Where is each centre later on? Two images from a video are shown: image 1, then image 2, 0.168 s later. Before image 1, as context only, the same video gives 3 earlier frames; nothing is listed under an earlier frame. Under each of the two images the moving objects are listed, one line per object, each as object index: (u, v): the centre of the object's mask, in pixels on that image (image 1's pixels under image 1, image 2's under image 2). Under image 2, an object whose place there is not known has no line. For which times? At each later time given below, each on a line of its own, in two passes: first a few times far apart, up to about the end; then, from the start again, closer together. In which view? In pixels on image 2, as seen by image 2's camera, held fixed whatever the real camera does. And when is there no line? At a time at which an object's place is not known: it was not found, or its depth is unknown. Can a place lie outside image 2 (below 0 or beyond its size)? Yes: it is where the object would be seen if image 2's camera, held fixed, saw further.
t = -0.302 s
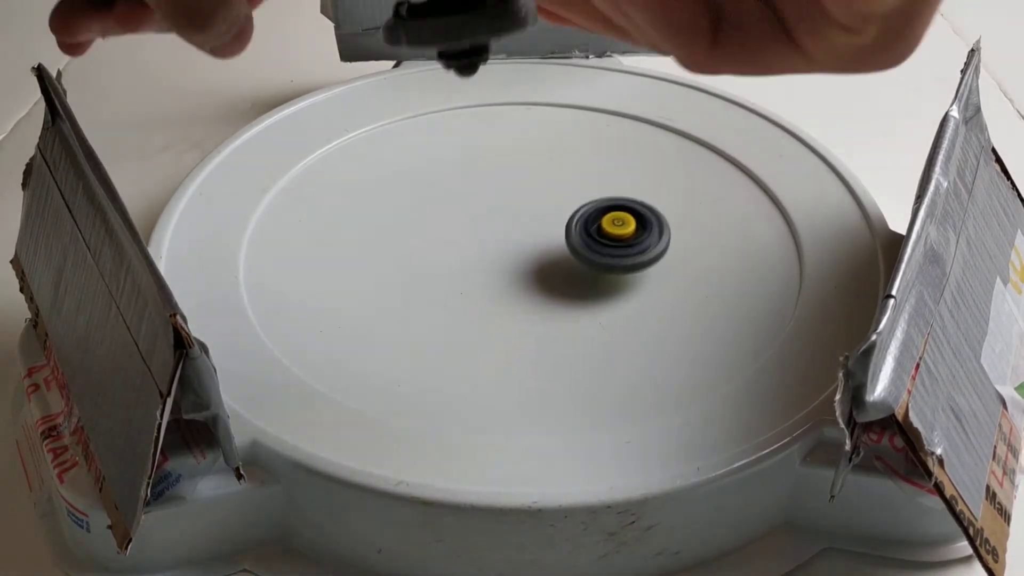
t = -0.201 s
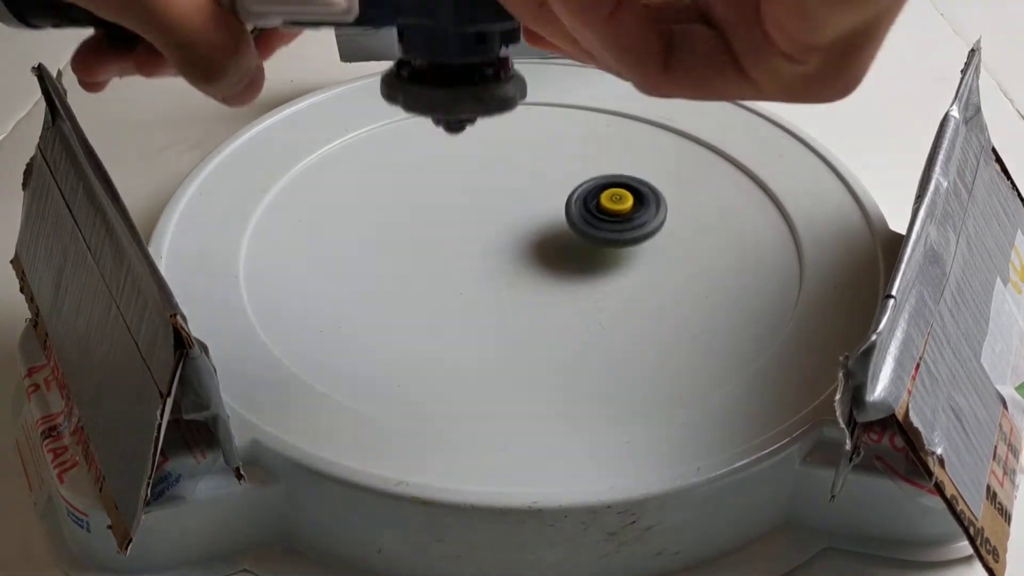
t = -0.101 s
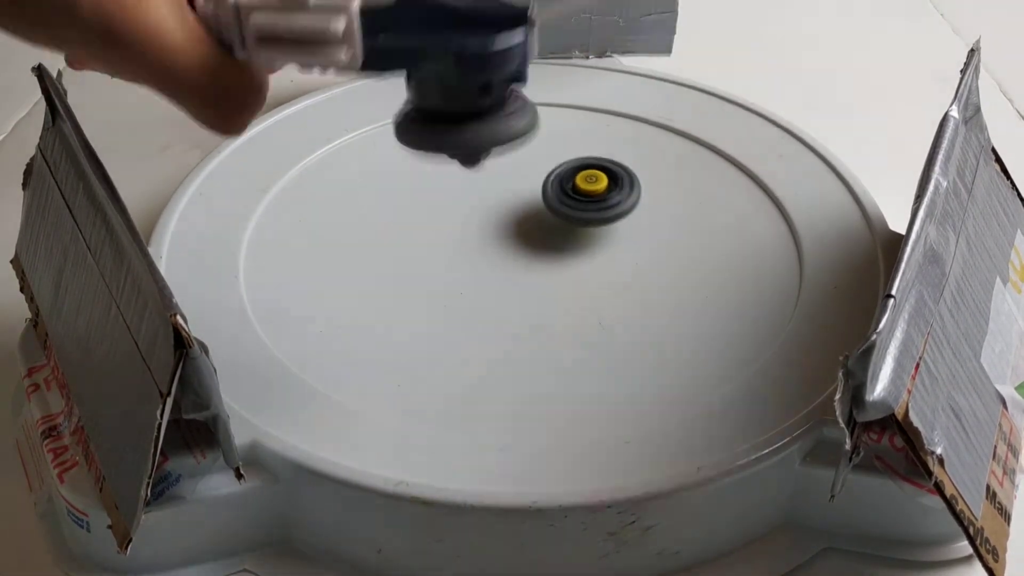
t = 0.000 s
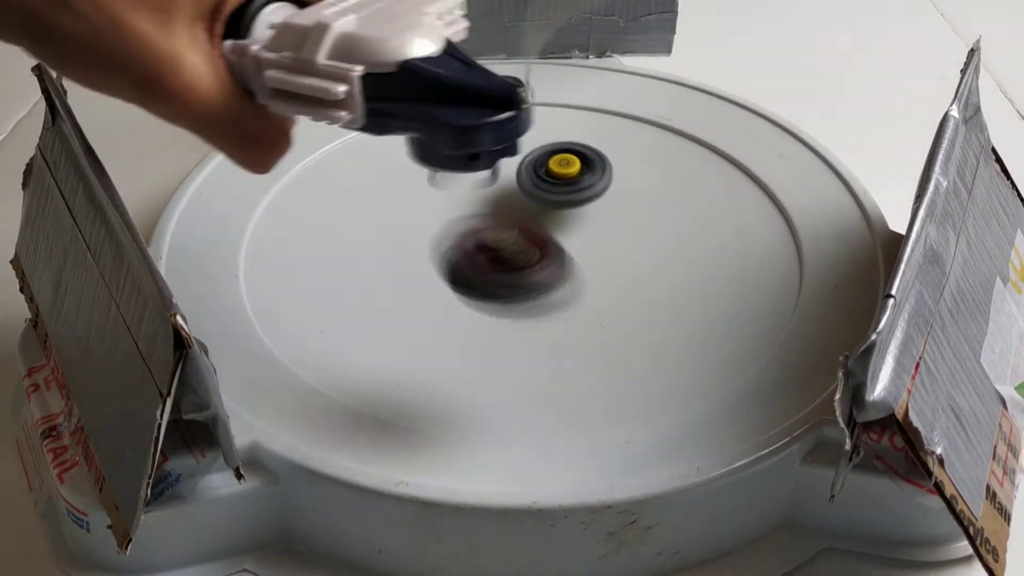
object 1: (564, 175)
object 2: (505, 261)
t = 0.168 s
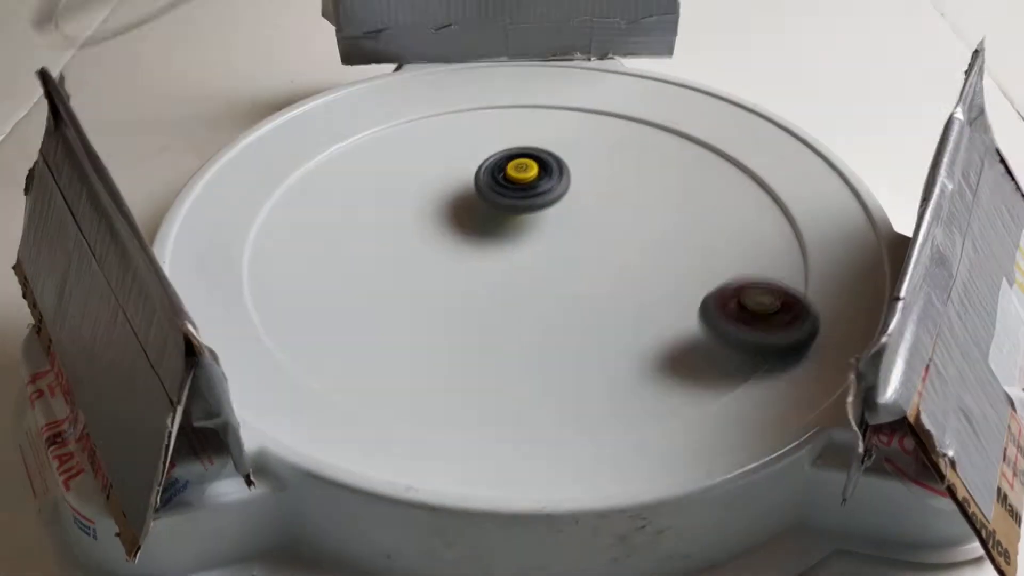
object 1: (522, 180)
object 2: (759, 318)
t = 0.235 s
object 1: (509, 194)
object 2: (769, 251)
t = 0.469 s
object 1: (551, 269)
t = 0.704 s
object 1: (641, 251)
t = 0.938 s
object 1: (608, 190)
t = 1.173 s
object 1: (492, 218)
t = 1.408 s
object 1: (493, 277)
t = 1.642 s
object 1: (596, 282)
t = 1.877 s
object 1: (581, 222)
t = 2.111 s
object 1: (470, 240)
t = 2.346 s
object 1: (508, 287)
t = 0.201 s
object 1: (515, 185)
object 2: (770, 284)
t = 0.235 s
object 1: (509, 194)
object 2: (769, 251)
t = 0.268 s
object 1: (505, 204)
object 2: (758, 217)
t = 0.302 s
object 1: (503, 216)
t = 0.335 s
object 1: (505, 228)
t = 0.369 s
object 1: (511, 241)
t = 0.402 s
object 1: (521, 253)
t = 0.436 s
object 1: (535, 262)
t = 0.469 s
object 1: (551, 269)
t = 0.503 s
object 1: (566, 273)
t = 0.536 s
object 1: (581, 274)
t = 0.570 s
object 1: (595, 274)
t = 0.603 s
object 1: (610, 270)
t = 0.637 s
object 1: (621, 266)
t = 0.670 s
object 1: (632, 259)
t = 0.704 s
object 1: (641, 251)
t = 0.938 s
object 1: (608, 190)
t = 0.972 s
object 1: (589, 188)
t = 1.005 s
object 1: (569, 188)
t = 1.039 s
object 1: (549, 191)
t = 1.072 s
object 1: (531, 196)
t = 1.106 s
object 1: (516, 202)
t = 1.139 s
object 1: (502, 210)
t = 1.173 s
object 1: (492, 218)
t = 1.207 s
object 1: (484, 226)
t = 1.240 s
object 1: (479, 235)
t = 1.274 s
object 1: (476, 245)
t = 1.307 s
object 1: (477, 253)
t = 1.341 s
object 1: (480, 263)
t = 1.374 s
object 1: (486, 270)
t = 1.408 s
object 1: (493, 277)
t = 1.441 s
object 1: (503, 282)
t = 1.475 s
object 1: (515, 286)
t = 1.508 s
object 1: (529, 289)
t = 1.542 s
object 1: (545, 291)
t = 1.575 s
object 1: (563, 291)
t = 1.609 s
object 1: (580, 288)
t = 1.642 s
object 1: (596, 282)
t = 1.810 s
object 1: (608, 236)
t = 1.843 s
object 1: (596, 228)
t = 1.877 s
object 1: (581, 222)
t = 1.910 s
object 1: (564, 218)
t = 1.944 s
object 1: (545, 216)
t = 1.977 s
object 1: (526, 216)
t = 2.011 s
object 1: (509, 219)
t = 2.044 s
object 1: (494, 224)
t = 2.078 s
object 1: (481, 232)
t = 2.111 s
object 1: (470, 240)
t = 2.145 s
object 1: (464, 249)
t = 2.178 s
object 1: (461, 258)
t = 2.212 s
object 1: (462, 267)
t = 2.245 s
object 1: (468, 274)
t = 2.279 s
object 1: (479, 279)
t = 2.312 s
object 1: (493, 284)
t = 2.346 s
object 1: (508, 287)
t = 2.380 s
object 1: (525, 287)
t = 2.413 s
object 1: (538, 284)
